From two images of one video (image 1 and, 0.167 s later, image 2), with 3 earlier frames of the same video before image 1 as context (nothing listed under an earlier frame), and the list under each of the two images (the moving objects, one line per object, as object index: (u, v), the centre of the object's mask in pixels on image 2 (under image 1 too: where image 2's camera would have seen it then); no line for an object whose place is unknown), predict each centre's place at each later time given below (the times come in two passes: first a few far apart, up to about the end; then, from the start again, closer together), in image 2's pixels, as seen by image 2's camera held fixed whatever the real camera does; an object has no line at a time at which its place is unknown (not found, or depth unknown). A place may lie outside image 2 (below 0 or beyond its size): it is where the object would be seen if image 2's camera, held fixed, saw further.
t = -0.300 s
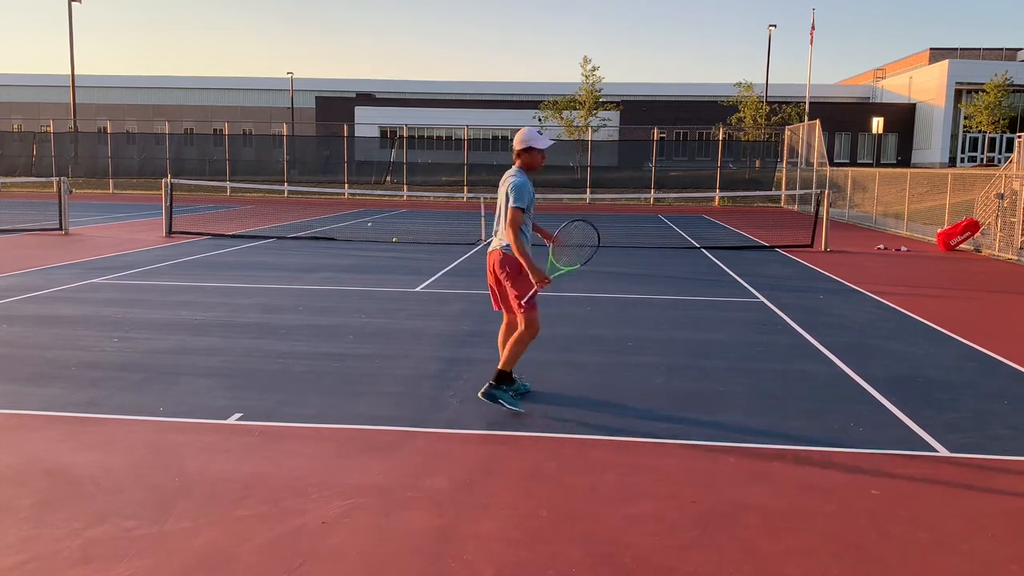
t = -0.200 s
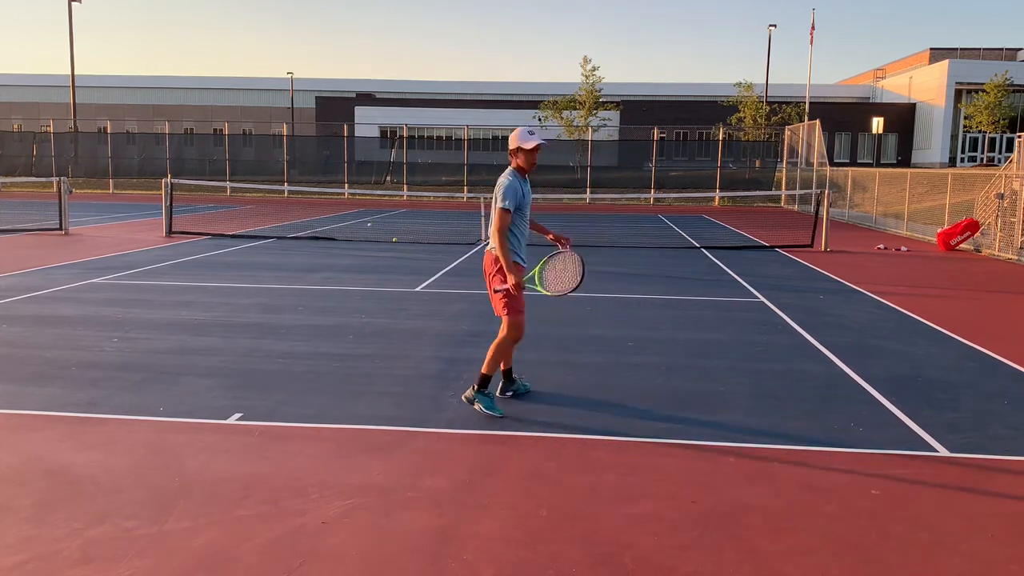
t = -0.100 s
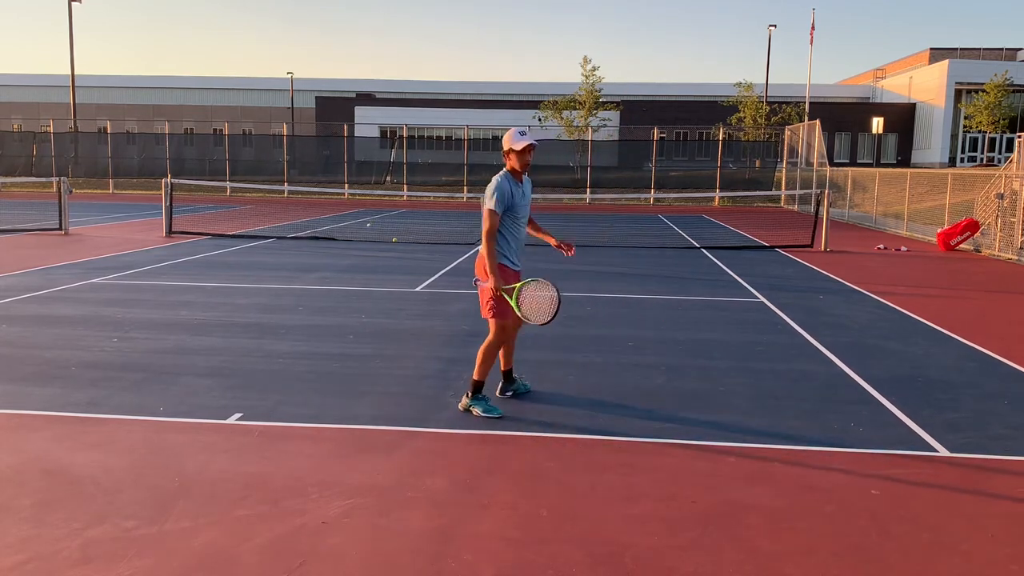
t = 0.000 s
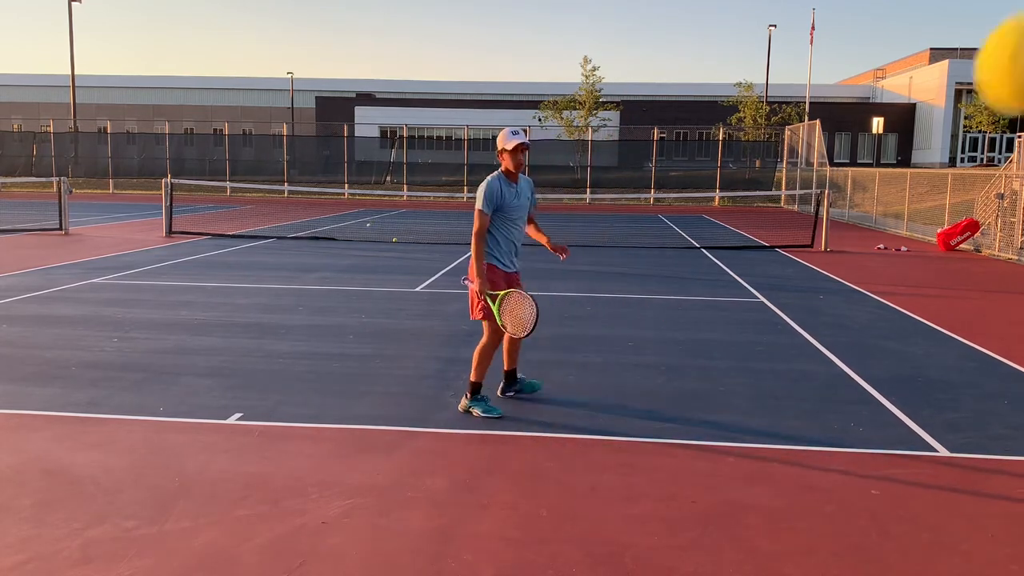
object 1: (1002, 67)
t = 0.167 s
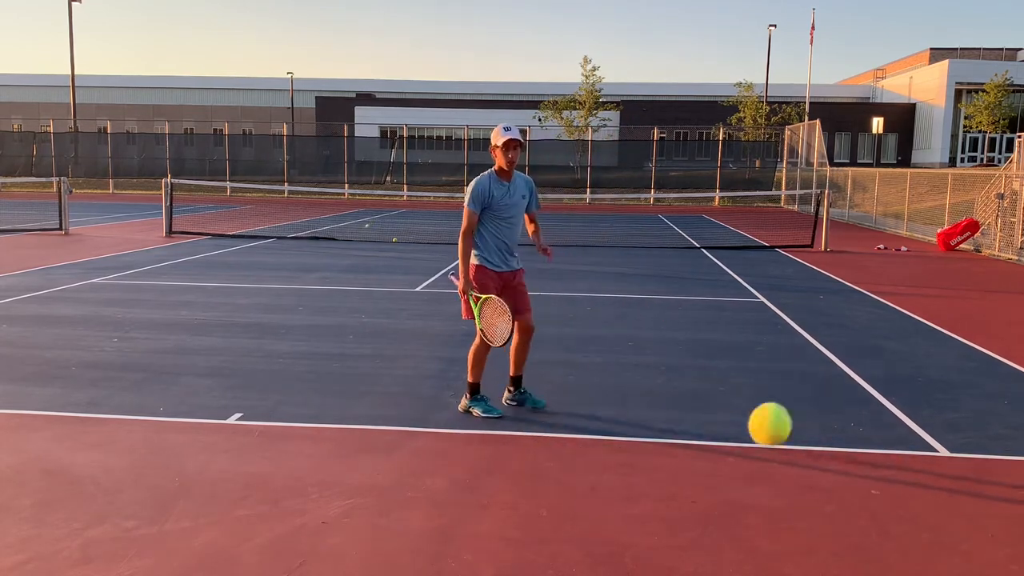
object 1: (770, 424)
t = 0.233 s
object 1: (733, 509)
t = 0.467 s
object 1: (679, 537)
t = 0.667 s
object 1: (665, 324)
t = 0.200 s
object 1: (749, 469)
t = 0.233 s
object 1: (733, 509)
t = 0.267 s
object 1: (719, 547)
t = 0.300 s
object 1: (707, 572)
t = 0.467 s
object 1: (679, 537)
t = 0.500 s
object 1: (677, 489)
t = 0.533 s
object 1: (675, 447)
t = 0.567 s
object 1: (672, 409)
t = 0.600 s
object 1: (670, 376)
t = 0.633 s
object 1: (668, 348)
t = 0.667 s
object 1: (665, 324)
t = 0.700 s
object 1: (663, 304)
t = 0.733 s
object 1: (661, 287)
